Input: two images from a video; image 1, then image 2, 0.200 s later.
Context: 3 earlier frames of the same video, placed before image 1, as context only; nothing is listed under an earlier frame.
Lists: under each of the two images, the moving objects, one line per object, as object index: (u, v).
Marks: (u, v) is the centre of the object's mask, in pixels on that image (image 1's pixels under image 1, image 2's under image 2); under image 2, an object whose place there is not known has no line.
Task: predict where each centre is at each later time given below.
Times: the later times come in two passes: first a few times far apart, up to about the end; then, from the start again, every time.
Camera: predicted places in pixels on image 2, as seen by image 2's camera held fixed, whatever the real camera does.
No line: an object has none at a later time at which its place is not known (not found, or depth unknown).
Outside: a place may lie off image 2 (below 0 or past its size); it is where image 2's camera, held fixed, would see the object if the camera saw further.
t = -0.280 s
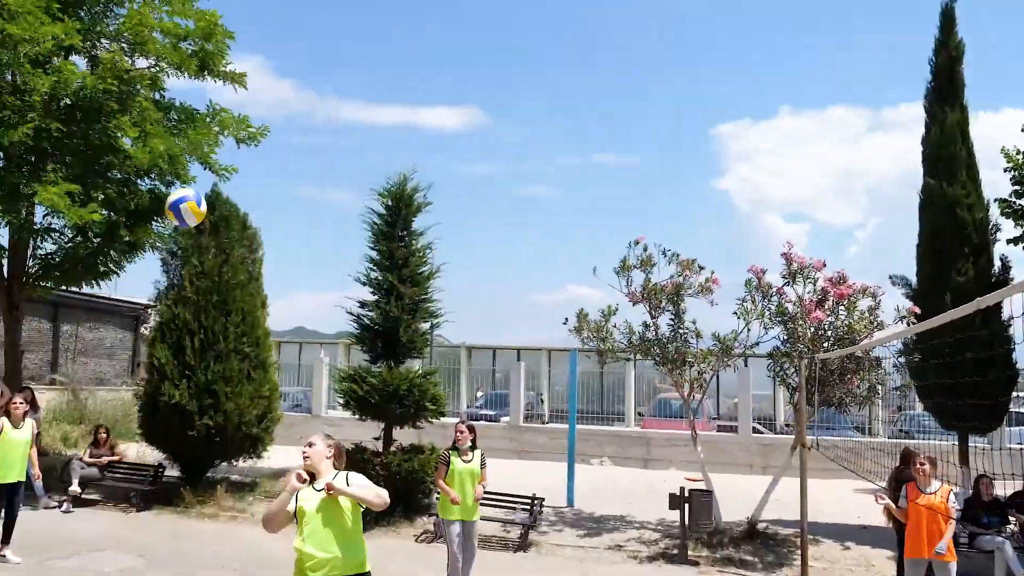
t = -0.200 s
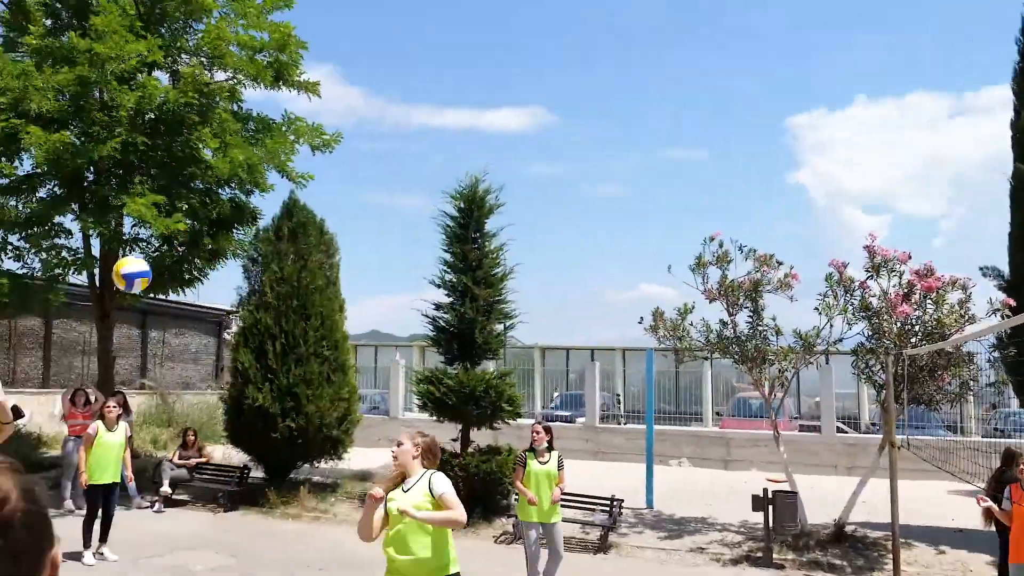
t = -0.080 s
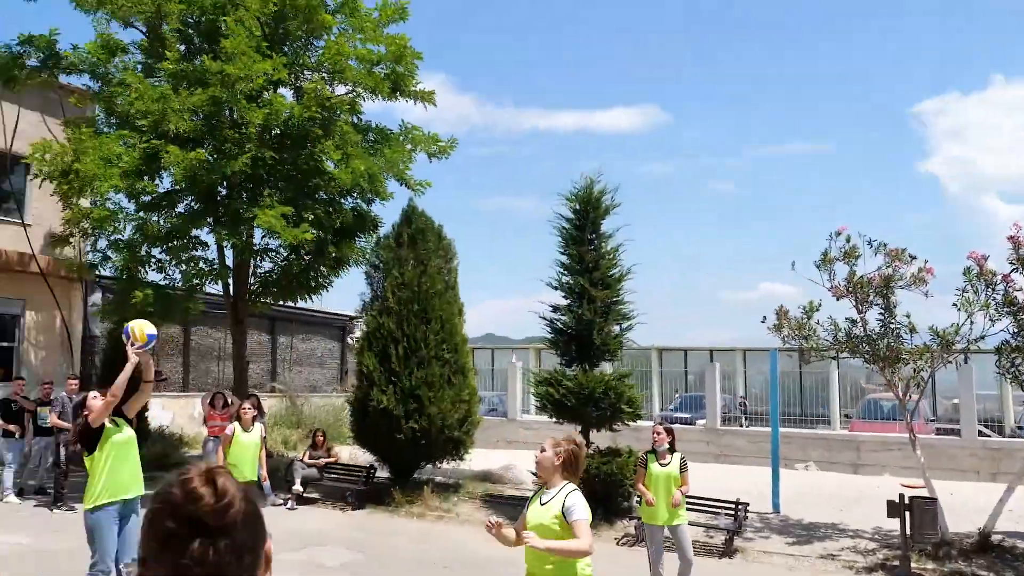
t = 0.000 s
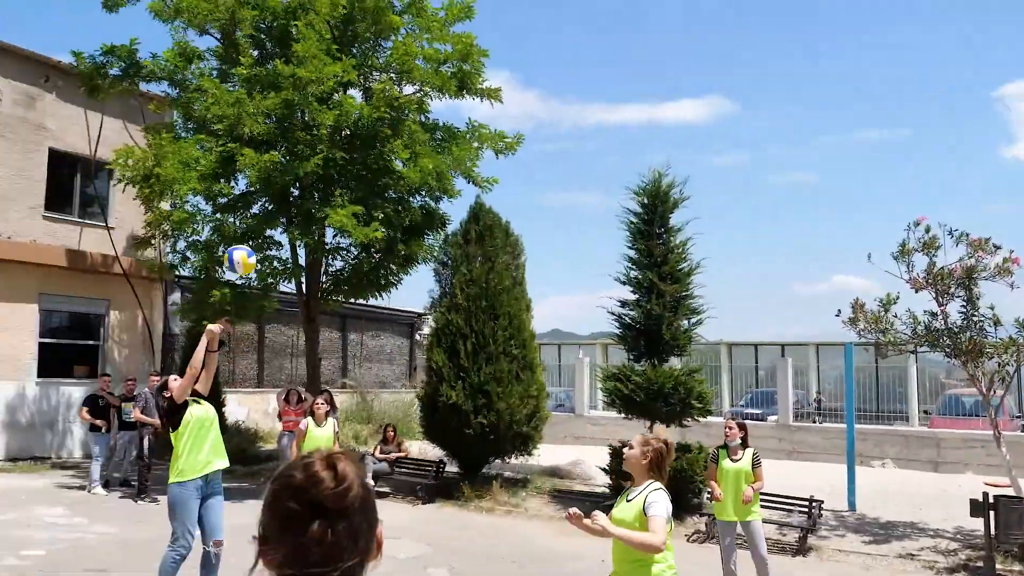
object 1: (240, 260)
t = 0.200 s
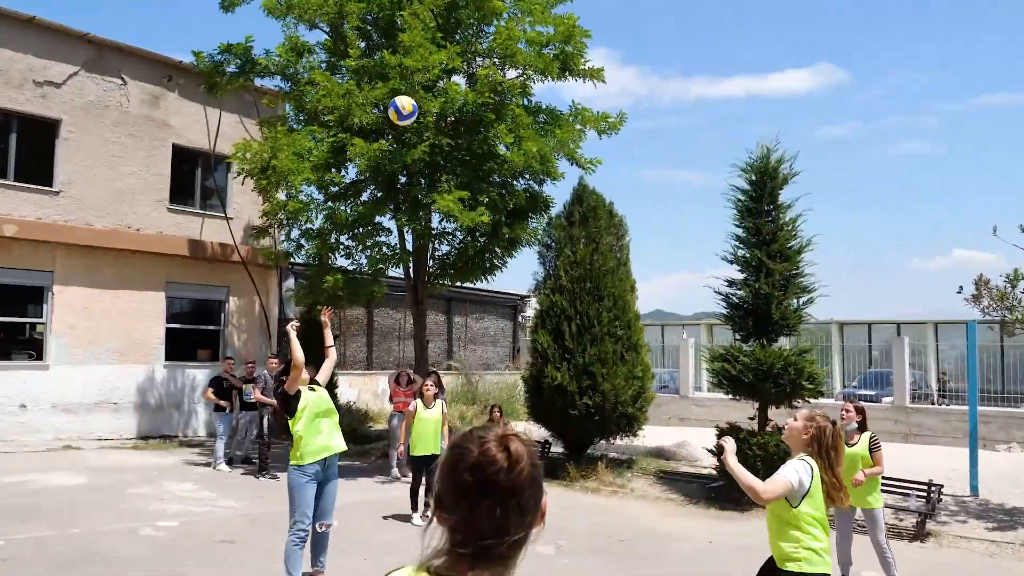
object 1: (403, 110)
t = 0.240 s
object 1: (412, 90)
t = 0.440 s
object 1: (459, 21)
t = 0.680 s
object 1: (511, 8)
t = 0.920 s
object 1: (562, 71)
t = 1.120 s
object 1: (601, 184)
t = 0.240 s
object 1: (412, 90)
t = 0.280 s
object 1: (421, 72)
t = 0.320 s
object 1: (431, 56)
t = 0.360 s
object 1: (440, 43)
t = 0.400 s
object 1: (450, 30)
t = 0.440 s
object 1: (459, 21)
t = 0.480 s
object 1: (468, 13)
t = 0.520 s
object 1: (476, 8)
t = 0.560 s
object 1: (485, 5)
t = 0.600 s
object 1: (494, 4)
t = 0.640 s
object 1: (502, 5)
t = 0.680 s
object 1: (511, 8)
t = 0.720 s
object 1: (519, 14)
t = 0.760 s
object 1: (528, 21)
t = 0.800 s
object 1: (536, 31)
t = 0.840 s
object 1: (545, 42)
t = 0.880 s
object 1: (553, 56)
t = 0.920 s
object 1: (562, 71)
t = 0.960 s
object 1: (569, 88)
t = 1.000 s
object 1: (577, 109)
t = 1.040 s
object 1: (585, 132)
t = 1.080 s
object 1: (593, 157)
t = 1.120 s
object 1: (601, 184)
